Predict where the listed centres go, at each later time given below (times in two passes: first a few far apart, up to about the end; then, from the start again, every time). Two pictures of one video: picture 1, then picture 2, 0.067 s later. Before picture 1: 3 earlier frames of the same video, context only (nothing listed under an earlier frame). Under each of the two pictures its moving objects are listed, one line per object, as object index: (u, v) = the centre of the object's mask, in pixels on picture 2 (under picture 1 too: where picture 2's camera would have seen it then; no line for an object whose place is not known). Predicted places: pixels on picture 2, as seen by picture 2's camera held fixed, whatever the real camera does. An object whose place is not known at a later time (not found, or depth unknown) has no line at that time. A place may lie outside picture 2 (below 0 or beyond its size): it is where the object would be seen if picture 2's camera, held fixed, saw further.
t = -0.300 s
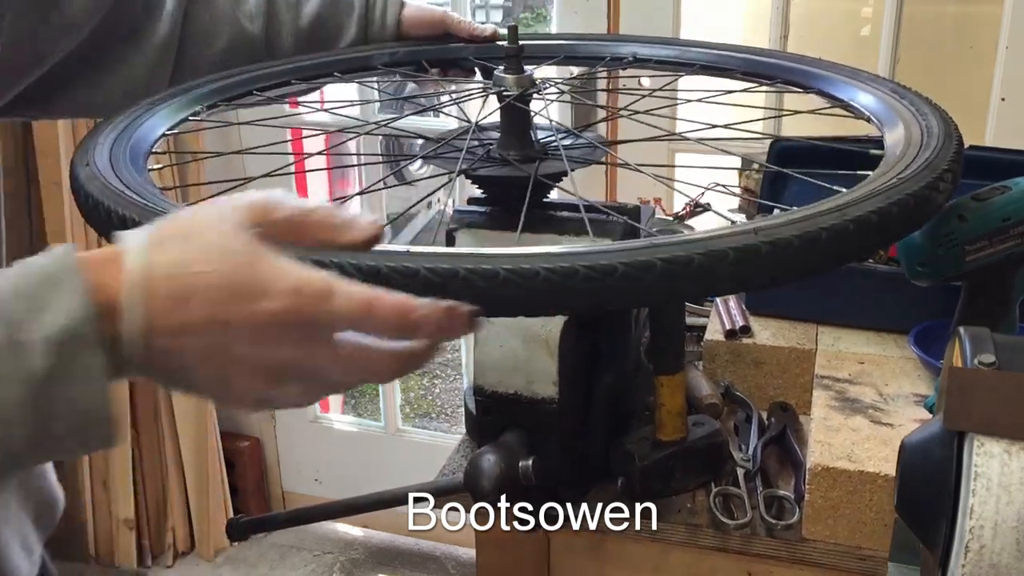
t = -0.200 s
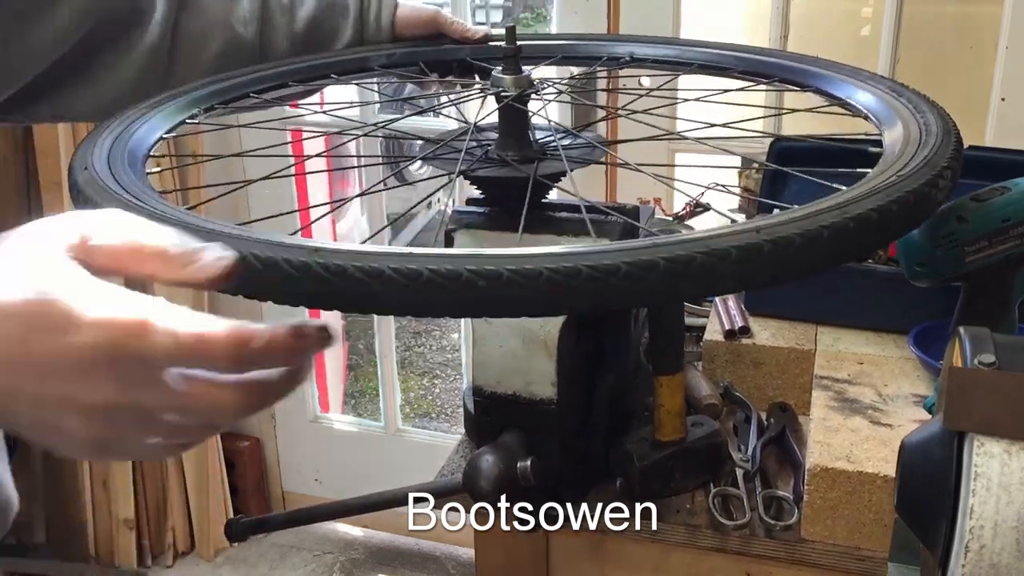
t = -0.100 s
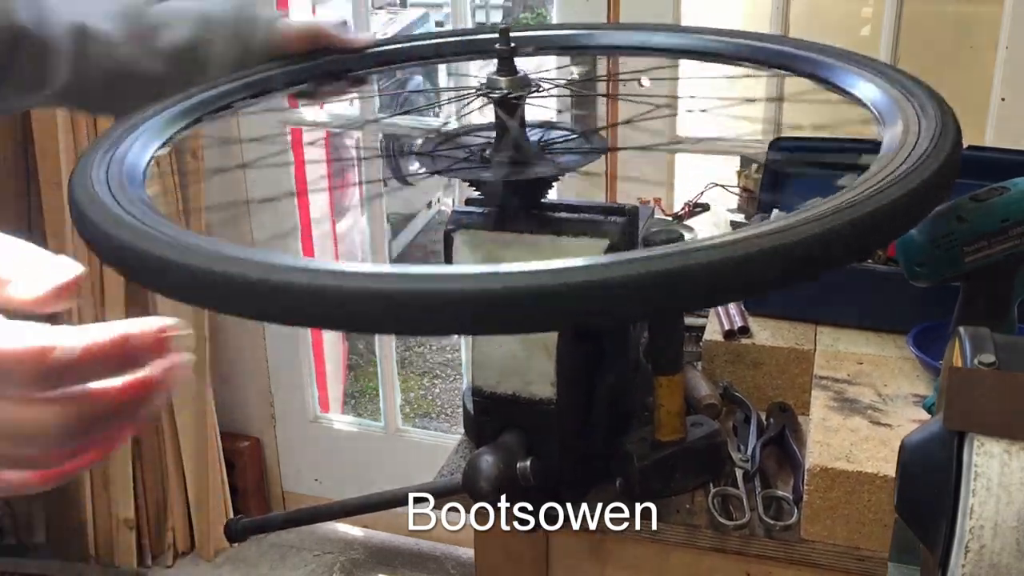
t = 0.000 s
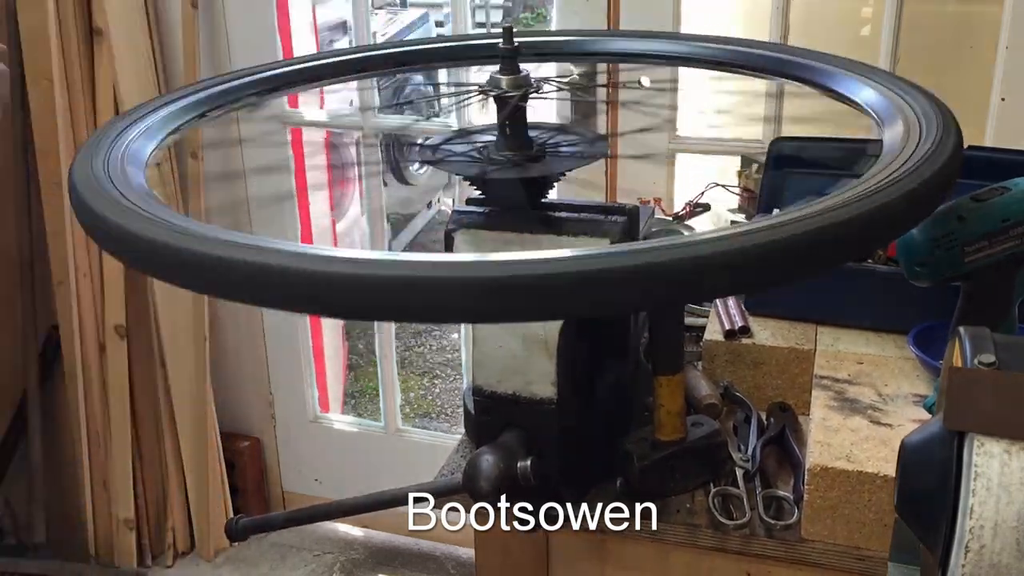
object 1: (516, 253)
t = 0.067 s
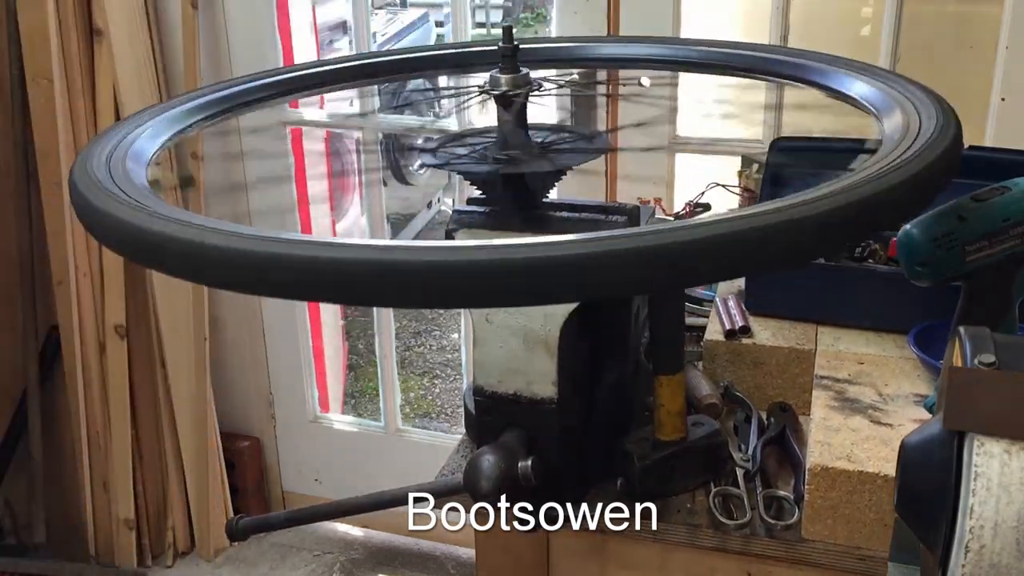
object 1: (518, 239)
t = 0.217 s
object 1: (517, 241)
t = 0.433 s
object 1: (517, 239)
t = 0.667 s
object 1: (515, 240)
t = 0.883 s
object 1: (516, 241)
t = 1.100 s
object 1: (517, 240)
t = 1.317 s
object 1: (515, 243)
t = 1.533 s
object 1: (515, 243)
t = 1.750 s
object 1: (516, 243)
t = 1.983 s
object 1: (516, 243)
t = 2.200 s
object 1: (521, 236)
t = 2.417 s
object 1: (516, 231)
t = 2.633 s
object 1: (517, 226)
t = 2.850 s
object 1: (515, 226)
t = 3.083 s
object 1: (517, 227)
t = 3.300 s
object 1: (513, 228)
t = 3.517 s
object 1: (521, 230)
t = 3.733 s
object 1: (522, 231)
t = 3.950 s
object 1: (516, 224)
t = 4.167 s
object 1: (513, 227)
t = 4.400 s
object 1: (519, 233)
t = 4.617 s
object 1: (514, 233)
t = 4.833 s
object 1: (516, 236)
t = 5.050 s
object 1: (514, 239)
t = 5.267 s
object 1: (523, 223)
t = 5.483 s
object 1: (514, 232)
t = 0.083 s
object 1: (526, 238)
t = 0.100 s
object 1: (519, 239)
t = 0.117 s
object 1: (523, 239)
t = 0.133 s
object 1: (516, 241)
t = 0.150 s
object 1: (523, 241)
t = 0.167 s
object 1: (516, 243)
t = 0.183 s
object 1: (517, 243)
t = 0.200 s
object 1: (519, 243)
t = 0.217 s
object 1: (517, 241)
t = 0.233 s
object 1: (517, 240)
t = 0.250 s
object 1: (518, 239)
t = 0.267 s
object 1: (523, 239)
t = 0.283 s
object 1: (524, 237)
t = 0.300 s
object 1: (520, 237)
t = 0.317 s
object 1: (521, 237)
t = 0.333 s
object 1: (528, 237)
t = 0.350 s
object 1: (523, 239)
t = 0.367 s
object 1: (521, 239)
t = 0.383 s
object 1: (517, 239)
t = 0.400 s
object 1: (517, 240)
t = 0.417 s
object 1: (517, 239)
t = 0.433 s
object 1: (517, 239)
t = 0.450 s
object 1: (518, 239)
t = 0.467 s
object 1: (520, 237)
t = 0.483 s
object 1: (524, 237)
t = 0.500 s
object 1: (521, 237)
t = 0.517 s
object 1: (522, 237)
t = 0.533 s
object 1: (520, 237)
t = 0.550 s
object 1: (520, 237)
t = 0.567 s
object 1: (521, 237)
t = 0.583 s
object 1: (520, 239)
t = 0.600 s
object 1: (525, 239)
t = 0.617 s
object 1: (517, 240)
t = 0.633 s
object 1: (522, 240)
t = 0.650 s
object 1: (520, 240)
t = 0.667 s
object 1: (515, 240)
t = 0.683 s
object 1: (520, 240)
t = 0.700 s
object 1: (517, 241)
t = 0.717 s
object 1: (518, 240)
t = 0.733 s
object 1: (523, 240)
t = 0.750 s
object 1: (522, 240)
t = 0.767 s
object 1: (519, 240)
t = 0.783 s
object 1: (521, 240)
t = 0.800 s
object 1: (522, 240)
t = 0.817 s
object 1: (519, 240)
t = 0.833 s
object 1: (520, 240)
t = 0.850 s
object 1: (516, 241)
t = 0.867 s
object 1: (515, 241)
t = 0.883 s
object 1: (516, 241)
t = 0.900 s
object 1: (516, 241)
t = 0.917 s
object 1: (516, 240)
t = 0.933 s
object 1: (522, 240)
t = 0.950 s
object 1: (515, 241)
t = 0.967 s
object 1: (515, 241)
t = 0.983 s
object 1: (515, 241)
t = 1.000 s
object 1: (521, 240)
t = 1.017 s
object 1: (522, 240)
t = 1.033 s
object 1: (516, 241)
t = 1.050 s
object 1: (517, 241)
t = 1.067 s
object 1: (517, 241)
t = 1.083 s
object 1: (517, 241)
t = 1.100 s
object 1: (517, 240)
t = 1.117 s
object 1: (517, 241)
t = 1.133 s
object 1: (515, 241)
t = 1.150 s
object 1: (516, 241)
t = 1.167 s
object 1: (515, 241)
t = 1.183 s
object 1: (514, 242)
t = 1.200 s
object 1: (515, 243)
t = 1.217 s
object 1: (516, 242)
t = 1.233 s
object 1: (516, 243)
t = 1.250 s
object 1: (516, 243)
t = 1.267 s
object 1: (517, 242)
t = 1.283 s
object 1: (516, 243)
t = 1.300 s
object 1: (516, 243)
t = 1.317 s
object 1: (515, 243)
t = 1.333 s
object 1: (516, 242)
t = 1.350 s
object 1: (522, 242)
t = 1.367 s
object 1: (515, 243)
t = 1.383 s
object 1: (516, 242)
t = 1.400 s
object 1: (516, 243)
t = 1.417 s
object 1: (516, 243)
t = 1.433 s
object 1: (516, 243)
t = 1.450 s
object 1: (522, 241)
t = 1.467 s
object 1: (519, 242)
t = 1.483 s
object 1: (516, 242)
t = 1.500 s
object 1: (516, 243)
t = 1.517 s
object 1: (515, 243)
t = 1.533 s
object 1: (515, 243)
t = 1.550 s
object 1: (516, 243)
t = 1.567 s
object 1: (517, 242)
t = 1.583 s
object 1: (517, 243)
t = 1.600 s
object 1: (517, 242)
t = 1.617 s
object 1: (517, 243)
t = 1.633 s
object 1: (517, 243)
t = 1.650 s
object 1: (516, 243)
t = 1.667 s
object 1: (522, 241)
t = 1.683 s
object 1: (514, 243)
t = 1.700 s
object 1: (514, 242)
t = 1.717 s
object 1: (520, 243)
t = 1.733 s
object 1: (521, 243)
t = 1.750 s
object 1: (516, 243)
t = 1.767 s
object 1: (520, 243)
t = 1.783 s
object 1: (523, 243)
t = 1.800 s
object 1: (517, 243)
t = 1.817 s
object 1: (520, 242)
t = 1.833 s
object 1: (515, 243)
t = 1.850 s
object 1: (515, 243)
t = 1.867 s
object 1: (516, 243)
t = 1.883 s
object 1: (524, 241)
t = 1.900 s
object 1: (516, 243)
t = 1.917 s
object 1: (517, 242)
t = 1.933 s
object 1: (520, 242)
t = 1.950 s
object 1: (525, 241)
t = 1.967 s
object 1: (517, 242)
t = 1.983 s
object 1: (516, 243)
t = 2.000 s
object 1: (516, 243)
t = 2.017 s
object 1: (525, 241)
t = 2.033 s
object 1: (518, 242)
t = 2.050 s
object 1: (524, 241)
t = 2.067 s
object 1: (516, 241)
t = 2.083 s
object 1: (522, 240)
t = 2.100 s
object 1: (522, 239)
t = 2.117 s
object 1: (529, 238)
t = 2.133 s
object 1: (520, 239)
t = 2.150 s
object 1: (520, 237)
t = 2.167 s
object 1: (519, 236)
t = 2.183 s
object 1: (522, 235)
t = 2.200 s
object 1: (521, 236)
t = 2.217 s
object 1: (520, 236)
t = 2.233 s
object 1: (518, 236)
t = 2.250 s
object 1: (524, 236)
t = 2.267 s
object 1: (520, 236)
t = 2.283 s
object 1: (524, 235)
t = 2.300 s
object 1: (522, 235)
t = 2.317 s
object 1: (516, 235)
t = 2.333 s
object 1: (516, 234)
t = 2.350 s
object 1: (517, 234)
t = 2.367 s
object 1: (516, 234)
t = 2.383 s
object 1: (517, 232)
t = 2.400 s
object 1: (523, 231)
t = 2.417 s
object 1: (516, 231)
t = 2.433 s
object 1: (516, 230)
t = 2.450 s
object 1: (523, 227)
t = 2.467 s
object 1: (520, 227)
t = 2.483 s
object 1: (522, 228)
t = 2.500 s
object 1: (522, 227)
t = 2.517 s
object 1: (517, 227)
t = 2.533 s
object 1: (518, 227)
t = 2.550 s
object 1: (522, 227)
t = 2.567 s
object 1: (514, 227)
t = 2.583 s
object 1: (521, 226)
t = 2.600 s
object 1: (518, 226)
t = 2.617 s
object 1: (516, 226)
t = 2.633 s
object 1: (517, 226)
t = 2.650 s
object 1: (517, 226)
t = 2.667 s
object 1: (524, 225)
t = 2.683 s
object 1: (517, 226)
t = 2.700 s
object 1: (516, 226)
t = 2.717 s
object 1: (509, 226)
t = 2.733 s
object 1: (514, 225)
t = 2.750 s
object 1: (514, 225)
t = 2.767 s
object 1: (512, 225)
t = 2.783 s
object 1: (513, 225)
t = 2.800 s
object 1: (513, 226)
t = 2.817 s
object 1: (513, 226)
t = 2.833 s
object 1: (514, 226)
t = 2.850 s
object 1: (515, 226)
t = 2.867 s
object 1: (521, 226)
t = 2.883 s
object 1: (519, 227)
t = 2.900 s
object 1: (516, 227)
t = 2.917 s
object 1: (519, 227)
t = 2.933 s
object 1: (521, 227)
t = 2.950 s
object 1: (515, 227)
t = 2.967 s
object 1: (519, 227)
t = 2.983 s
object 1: (510, 227)
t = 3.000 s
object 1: (515, 228)
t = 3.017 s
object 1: (514, 227)
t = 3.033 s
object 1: (516, 227)
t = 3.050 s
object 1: (520, 227)
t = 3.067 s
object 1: (517, 227)
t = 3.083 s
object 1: (517, 227)
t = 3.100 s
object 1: (516, 227)
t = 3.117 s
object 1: (516, 228)
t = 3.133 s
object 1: (521, 229)
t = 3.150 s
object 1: (516, 229)
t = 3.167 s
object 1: (516, 231)
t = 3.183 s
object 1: (516, 231)
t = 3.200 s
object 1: (512, 229)
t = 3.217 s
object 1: (522, 229)
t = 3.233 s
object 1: (514, 229)
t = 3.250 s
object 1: (517, 229)
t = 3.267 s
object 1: (528, 227)
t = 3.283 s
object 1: (526, 227)
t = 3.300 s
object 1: (513, 228)
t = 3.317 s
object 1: (515, 228)
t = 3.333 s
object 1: (521, 227)
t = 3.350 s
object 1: (512, 227)
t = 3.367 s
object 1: (514, 227)
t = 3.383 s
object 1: (515, 227)
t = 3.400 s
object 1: (514, 227)
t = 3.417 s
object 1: (516, 227)
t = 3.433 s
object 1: (519, 227)
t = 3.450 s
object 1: (517, 227)
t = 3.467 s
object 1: (522, 227)
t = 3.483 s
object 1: (522, 228)
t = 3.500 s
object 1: (518, 230)
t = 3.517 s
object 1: (521, 230)
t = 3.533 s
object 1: (523, 232)
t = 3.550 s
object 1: (515, 233)
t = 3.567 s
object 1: (521, 233)
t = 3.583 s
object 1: (519, 234)
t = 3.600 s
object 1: (511, 235)
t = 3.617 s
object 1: (524, 235)
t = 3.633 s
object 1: (522, 235)
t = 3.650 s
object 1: (515, 235)
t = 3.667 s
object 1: (521, 234)
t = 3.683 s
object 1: (515, 234)
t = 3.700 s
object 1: (514, 233)
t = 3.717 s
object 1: (514, 232)
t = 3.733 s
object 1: (522, 231)
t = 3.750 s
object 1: (517, 231)
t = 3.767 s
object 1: (515, 230)
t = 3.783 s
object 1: (517, 228)
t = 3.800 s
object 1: (519, 227)
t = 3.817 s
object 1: (515, 227)
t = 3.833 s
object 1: (517, 226)
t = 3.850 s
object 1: (516, 225)
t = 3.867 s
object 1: (517, 224)
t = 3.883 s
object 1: (515, 224)
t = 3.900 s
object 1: (522, 223)
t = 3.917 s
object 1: (518, 223)
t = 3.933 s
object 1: (517, 223)
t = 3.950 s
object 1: (516, 224)
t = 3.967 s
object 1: (515, 226)
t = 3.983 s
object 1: (520, 226)
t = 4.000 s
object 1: (513, 227)
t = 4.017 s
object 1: (518, 228)
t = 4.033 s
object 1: (526, 229)
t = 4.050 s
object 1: (528, 229)
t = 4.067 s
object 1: (517, 230)
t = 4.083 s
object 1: (519, 231)
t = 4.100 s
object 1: (515, 230)
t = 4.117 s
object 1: (513, 229)
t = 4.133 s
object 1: (514, 228)
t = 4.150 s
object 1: (519, 227)
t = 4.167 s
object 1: (513, 227)
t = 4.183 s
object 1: (520, 226)
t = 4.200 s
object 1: (521, 226)
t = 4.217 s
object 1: (521, 227)
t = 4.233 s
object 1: (515, 229)
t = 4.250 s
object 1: (511, 229)
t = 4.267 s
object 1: (518, 230)
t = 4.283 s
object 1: (523, 231)
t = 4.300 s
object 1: (516, 232)
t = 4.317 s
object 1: (515, 233)
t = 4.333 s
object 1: (515, 233)
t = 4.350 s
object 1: (516, 233)
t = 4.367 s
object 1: (514, 234)
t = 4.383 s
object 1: (515, 234)
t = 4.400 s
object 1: (519, 233)
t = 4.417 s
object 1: (515, 234)
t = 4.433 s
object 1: (516, 234)
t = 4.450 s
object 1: (522, 234)
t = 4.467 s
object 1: (517, 235)
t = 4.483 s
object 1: (519, 235)
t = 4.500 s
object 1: (517, 236)
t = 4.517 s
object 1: (513, 235)
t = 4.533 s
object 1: (510, 235)
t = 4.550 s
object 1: (512, 235)
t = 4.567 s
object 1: (516, 235)
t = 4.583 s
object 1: (520, 234)
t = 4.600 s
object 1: (514, 233)
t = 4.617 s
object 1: (514, 233)
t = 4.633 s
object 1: (516, 231)
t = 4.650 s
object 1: (514, 230)
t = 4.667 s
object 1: (513, 230)
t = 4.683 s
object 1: (514, 230)
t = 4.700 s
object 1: (511, 230)
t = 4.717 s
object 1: (516, 230)
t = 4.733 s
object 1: (516, 231)
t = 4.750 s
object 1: (516, 232)
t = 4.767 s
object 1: (524, 232)
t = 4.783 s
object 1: (520, 233)
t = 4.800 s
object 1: (520, 234)
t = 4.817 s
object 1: (516, 235)
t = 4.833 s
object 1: (516, 236)
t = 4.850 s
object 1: (523, 236)
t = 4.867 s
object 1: (519, 237)
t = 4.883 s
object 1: (511, 238)
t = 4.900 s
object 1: (508, 239)
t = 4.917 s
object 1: (522, 239)
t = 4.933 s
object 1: (514, 240)
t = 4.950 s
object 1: (515, 240)
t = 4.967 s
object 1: (516, 240)
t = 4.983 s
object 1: (515, 240)
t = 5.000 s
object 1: (516, 240)
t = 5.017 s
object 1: (515, 240)
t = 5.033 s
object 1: (515, 239)
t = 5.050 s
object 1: (514, 239)
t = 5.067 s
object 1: (514, 237)
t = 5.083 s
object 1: (514, 235)
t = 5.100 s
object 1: (509, 234)
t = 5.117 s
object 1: (513, 233)
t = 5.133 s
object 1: (521, 232)
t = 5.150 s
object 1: (519, 231)
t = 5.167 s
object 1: (518, 229)
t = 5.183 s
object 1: (521, 227)
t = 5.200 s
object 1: (515, 227)
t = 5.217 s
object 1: (523, 225)
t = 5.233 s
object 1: (517, 224)
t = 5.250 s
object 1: (516, 224)
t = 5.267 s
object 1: (523, 223)
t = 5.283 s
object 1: (524, 223)
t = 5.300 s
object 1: (516, 224)
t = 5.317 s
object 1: (516, 224)
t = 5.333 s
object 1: (521, 225)
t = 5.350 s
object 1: (516, 226)
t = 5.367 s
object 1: (516, 228)
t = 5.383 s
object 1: (513, 228)
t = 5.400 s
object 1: (522, 228)
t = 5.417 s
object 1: (513, 231)
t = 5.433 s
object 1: (514, 231)
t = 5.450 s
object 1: (513, 232)
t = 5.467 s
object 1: (517, 231)
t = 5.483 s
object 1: (514, 232)
